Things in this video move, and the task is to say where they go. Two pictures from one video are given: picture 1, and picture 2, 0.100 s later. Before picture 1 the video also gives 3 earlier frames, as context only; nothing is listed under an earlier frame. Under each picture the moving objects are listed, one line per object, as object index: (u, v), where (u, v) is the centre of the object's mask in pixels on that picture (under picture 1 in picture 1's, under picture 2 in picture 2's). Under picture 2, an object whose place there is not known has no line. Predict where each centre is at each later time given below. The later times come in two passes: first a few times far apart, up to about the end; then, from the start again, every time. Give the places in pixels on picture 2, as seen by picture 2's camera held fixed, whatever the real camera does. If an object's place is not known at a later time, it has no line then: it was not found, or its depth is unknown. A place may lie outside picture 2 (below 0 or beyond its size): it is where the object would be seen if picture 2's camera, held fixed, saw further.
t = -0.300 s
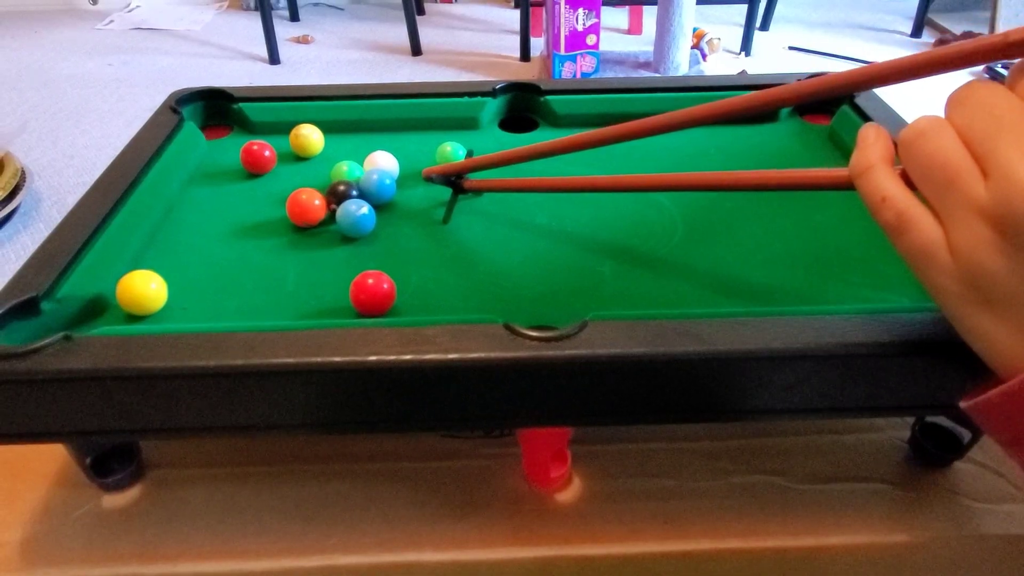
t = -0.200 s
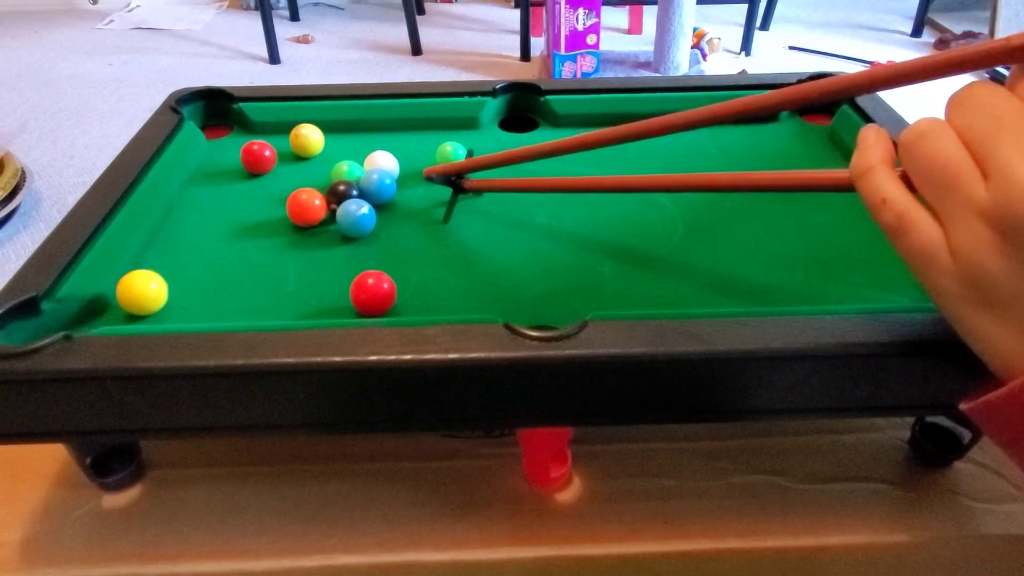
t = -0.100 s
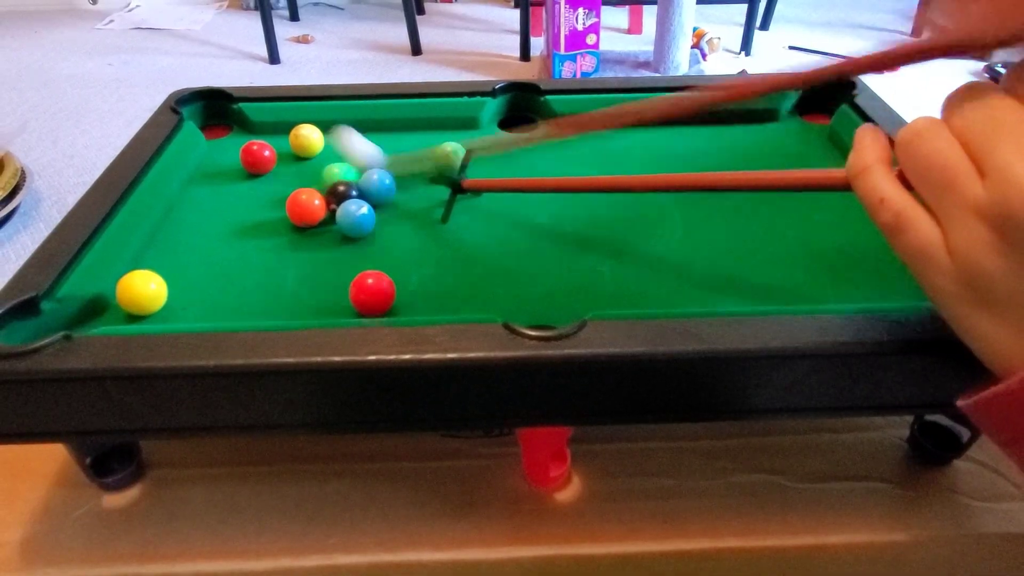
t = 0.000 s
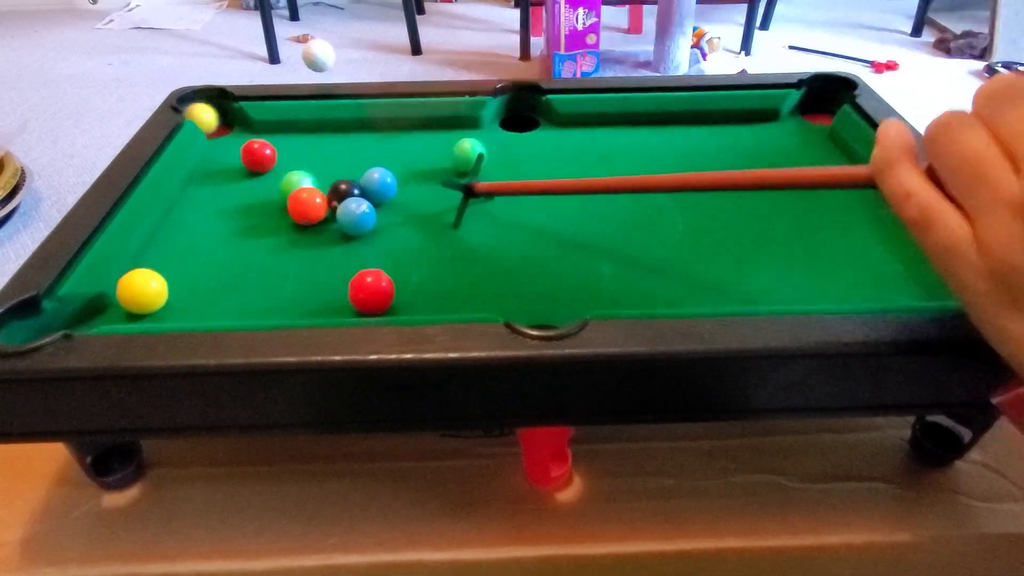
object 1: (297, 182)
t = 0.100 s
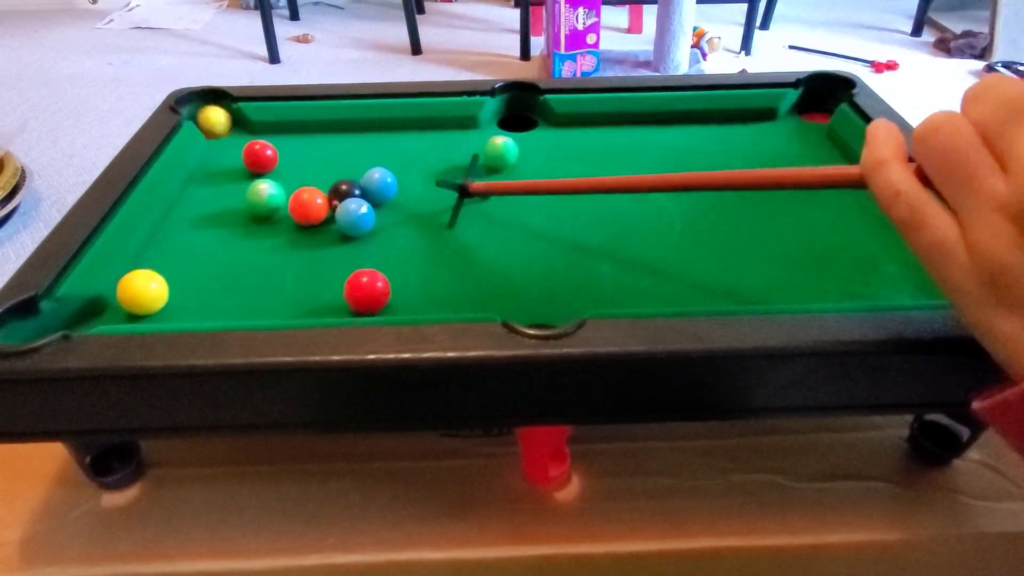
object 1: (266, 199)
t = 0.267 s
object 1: (231, 207)
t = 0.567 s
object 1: (224, 208)
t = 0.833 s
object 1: (224, 207)
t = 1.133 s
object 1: (224, 207)
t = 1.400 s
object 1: (225, 207)
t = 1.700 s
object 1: (224, 207)
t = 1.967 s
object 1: (224, 207)
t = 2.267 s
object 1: (224, 207)
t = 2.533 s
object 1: (224, 207)
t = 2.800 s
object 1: (224, 207)
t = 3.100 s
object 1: (224, 207)
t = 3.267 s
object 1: (224, 207)
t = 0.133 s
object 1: (257, 200)
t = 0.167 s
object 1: (248, 202)
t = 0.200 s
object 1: (242, 204)
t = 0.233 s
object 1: (235, 206)
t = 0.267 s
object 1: (231, 207)
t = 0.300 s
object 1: (228, 208)
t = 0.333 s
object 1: (225, 208)
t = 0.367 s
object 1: (223, 208)
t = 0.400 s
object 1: (223, 208)
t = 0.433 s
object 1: (223, 208)
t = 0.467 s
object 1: (223, 208)
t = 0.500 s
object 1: (223, 208)
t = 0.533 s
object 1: (223, 208)
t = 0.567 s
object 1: (224, 208)
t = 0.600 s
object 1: (224, 207)
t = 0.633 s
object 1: (224, 208)
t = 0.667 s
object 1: (224, 207)
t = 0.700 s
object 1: (224, 207)
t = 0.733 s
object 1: (224, 208)
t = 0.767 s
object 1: (224, 207)
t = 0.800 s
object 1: (224, 207)
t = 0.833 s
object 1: (224, 207)
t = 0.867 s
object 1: (224, 207)
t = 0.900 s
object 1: (224, 207)
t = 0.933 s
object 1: (224, 208)
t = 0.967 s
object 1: (224, 207)
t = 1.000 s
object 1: (224, 207)
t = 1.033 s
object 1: (224, 207)
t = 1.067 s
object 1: (224, 207)
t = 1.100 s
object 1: (224, 207)
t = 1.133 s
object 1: (224, 207)
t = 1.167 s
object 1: (224, 207)
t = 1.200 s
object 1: (224, 207)
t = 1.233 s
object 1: (225, 207)
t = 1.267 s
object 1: (224, 207)
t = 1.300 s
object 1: (224, 207)
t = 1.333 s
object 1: (225, 207)
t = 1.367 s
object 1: (224, 207)
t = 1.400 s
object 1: (225, 207)
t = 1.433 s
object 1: (224, 207)
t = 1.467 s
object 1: (224, 207)
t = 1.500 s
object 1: (224, 207)
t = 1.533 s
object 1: (224, 207)
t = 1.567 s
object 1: (224, 207)
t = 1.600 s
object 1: (224, 207)
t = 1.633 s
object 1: (224, 207)
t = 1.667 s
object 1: (224, 207)
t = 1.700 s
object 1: (224, 207)
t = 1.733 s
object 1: (224, 207)
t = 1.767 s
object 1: (224, 207)
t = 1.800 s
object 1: (224, 207)
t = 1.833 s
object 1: (224, 207)
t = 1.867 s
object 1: (224, 207)
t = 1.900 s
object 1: (224, 207)
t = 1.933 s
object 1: (224, 207)
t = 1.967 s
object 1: (224, 207)
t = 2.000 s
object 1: (224, 207)
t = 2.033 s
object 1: (224, 207)
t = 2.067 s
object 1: (224, 207)
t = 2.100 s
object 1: (224, 207)
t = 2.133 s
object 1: (224, 207)
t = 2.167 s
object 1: (224, 207)
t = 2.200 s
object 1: (224, 207)
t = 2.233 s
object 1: (224, 207)
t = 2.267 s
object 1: (224, 207)
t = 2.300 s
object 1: (224, 207)
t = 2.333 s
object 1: (224, 207)
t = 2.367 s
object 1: (224, 207)
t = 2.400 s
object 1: (224, 207)
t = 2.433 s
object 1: (224, 207)
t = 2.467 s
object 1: (224, 207)
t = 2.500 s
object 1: (224, 207)
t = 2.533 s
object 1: (224, 207)
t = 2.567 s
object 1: (224, 207)
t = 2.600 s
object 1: (224, 207)
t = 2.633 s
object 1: (224, 207)
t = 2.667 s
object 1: (224, 207)
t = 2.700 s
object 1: (224, 207)
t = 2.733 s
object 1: (224, 207)
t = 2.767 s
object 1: (224, 207)
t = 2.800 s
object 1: (224, 207)
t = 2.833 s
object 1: (224, 207)
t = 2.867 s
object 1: (224, 207)
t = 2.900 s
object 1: (224, 207)
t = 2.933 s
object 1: (224, 207)
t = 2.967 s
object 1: (224, 207)
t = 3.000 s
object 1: (224, 207)
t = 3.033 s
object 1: (224, 207)
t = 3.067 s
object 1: (224, 207)
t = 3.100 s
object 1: (224, 207)
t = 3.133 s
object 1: (224, 207)
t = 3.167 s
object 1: (224, 207)
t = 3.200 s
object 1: (224, 207)
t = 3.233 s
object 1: (224, 207)
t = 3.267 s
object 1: (224, 207)
